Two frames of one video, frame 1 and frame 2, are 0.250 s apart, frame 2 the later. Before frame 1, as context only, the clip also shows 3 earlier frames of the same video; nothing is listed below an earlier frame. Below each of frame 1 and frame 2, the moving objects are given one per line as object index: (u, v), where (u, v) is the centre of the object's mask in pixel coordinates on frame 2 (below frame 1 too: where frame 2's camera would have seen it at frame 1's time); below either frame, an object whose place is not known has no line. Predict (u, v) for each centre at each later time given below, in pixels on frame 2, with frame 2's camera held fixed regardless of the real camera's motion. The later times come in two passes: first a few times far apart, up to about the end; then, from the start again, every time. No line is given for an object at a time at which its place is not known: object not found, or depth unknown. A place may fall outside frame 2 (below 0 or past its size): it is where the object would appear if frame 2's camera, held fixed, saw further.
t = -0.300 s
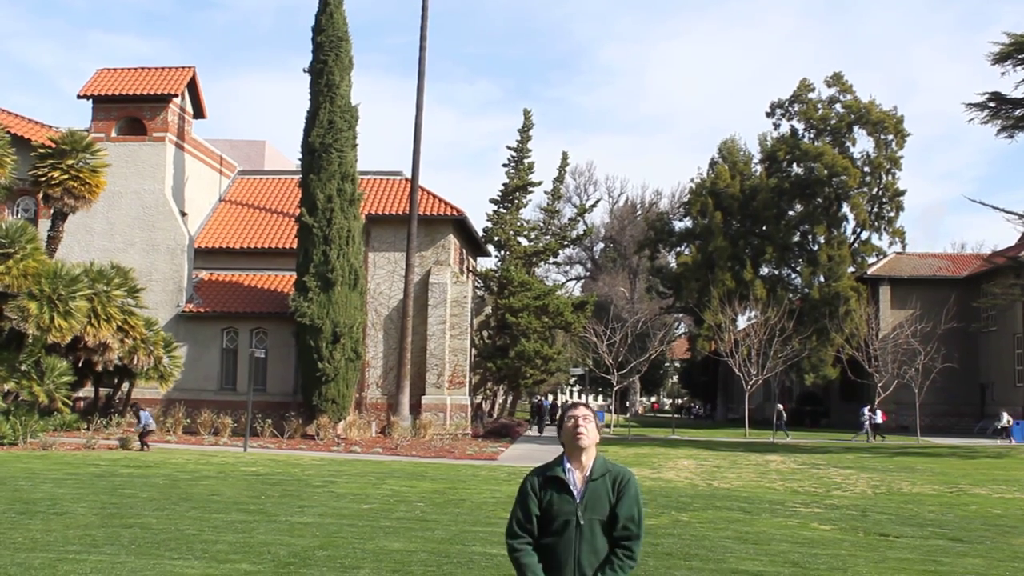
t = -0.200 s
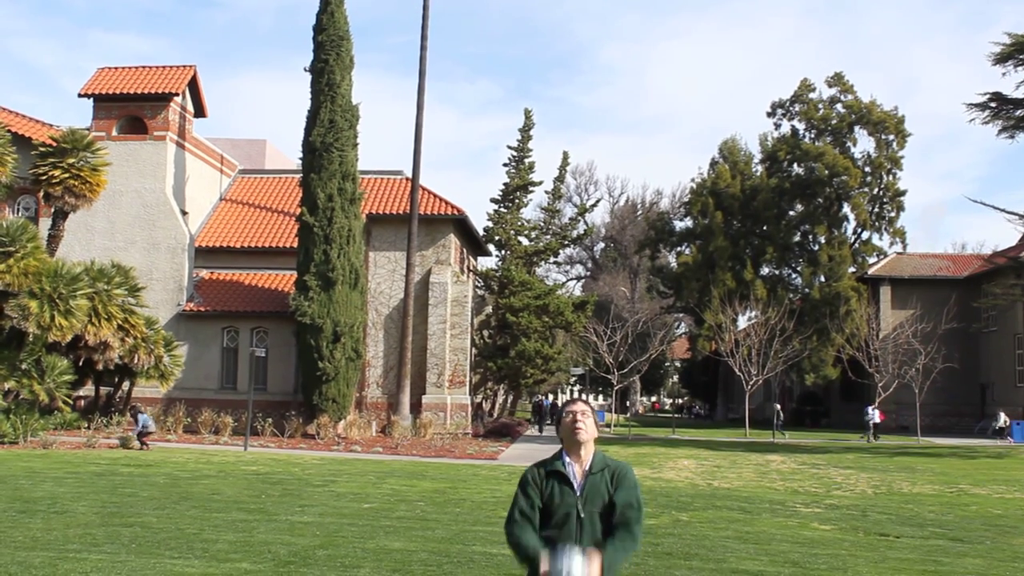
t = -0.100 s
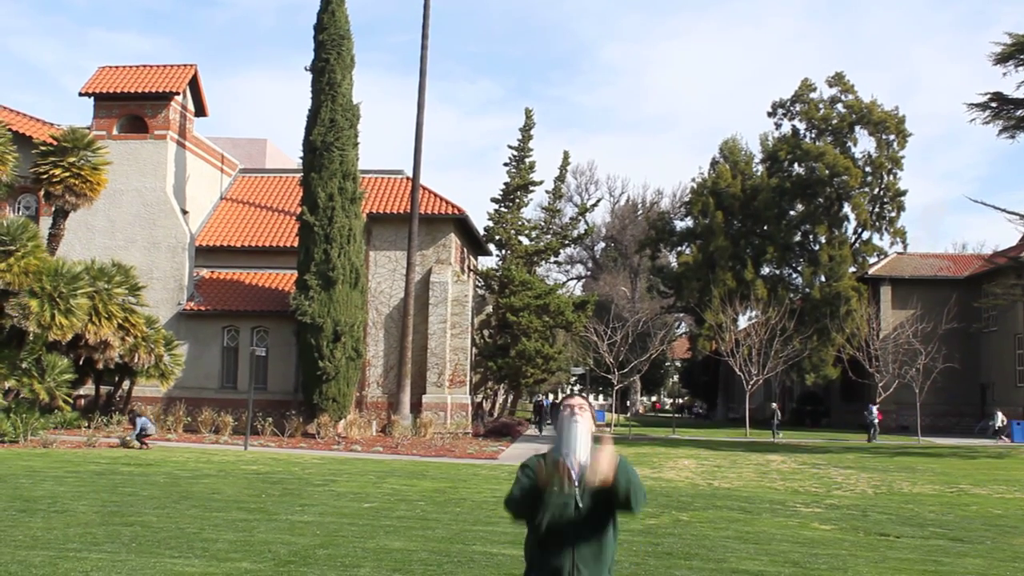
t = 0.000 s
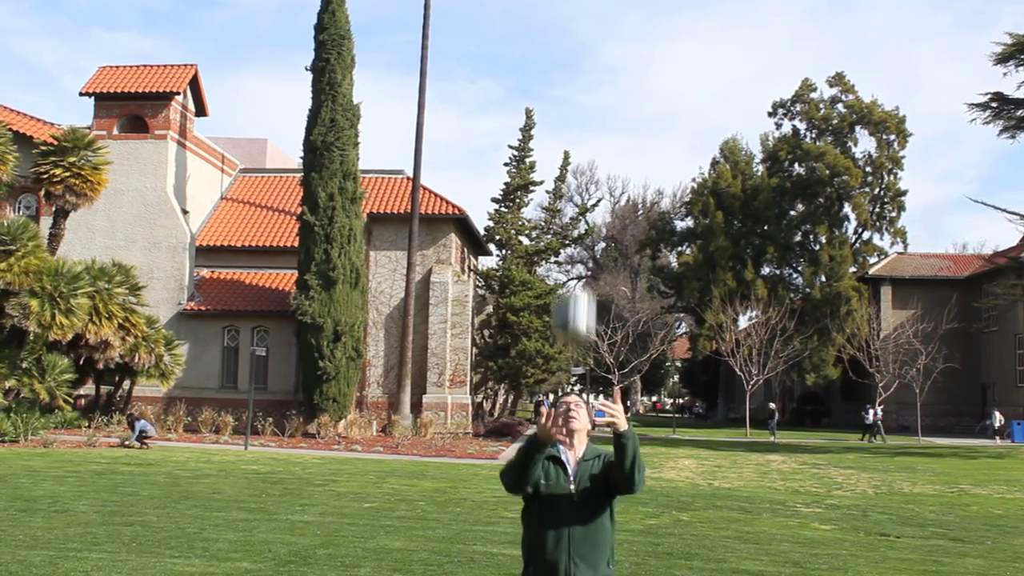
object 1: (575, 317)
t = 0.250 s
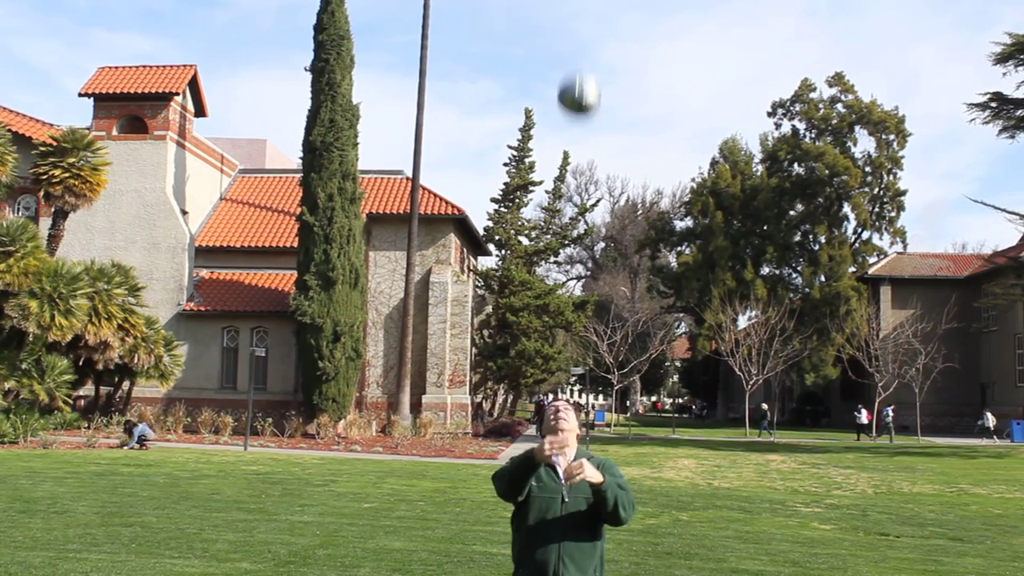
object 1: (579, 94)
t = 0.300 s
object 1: (580, 68)
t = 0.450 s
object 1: (581, 21)
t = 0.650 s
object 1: (581, 34)
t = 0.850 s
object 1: (581, 141)
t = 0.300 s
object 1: (580, 68)
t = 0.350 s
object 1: (581, 47)
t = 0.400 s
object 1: (581, 32)
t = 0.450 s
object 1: (581, 21)
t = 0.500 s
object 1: (581, 18)
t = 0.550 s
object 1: (581, 18)
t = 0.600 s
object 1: (582, 22)
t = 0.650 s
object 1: (581, 34)
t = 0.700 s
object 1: (582, 50)
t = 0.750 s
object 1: (582, 73)
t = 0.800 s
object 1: (582, 104)
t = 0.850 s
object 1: (581, 141)
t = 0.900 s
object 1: (583, 184)
